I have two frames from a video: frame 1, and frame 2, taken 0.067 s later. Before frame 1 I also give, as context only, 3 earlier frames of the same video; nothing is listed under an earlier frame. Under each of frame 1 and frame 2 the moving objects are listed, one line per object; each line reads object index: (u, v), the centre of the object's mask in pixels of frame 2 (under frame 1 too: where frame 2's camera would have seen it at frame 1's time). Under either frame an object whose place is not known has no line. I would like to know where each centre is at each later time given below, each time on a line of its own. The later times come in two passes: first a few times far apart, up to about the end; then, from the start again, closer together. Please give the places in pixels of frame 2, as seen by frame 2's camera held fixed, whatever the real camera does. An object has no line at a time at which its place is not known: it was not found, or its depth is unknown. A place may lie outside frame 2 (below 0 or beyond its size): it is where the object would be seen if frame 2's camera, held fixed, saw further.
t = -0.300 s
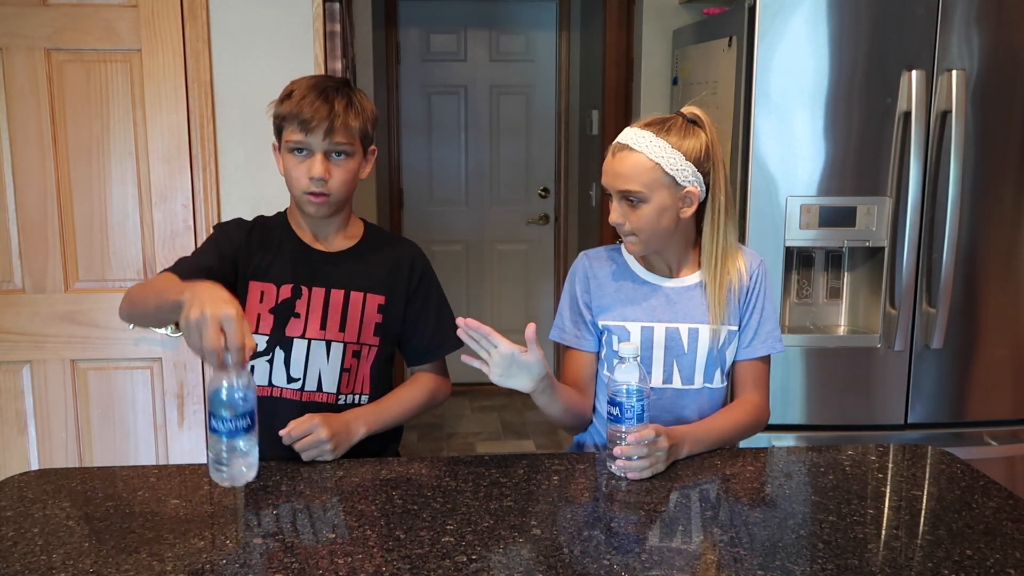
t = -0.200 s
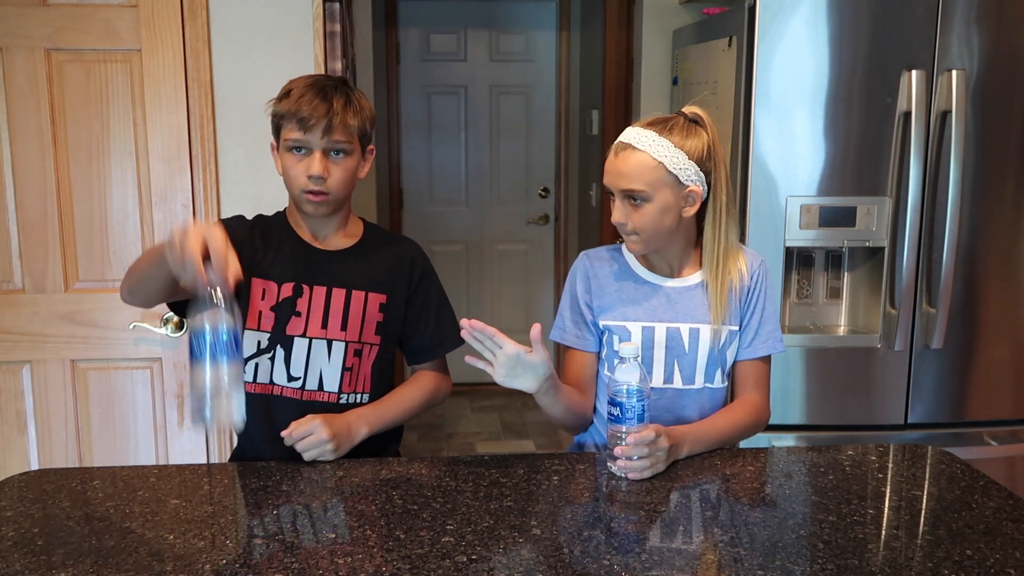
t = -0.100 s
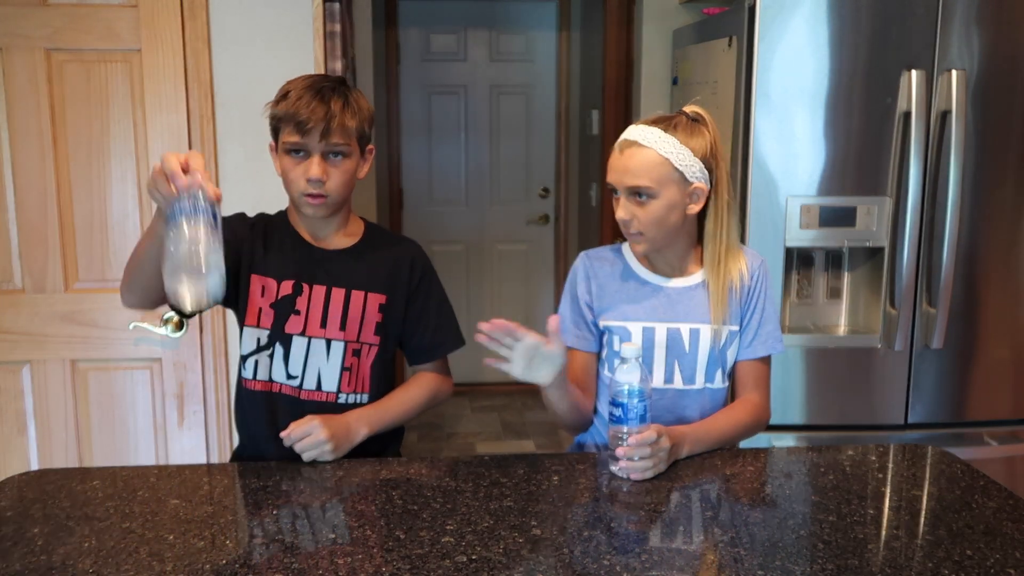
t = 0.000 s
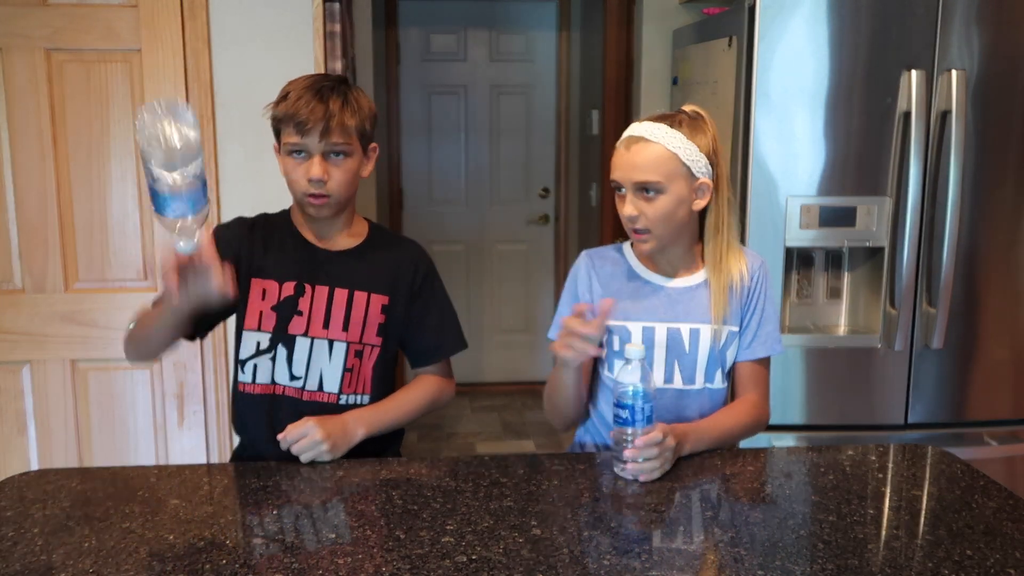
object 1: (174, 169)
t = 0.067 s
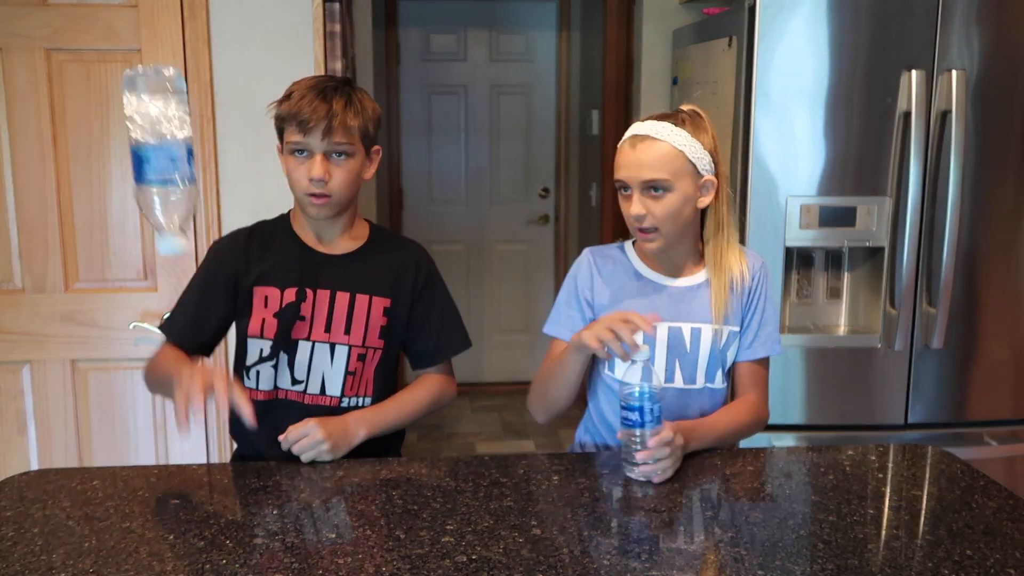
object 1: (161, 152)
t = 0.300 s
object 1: (131, 272)
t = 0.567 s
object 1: (146, 541)
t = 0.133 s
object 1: (145, 130)
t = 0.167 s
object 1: (136, 125)
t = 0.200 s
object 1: (133, 141)
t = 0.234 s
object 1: (132, 174)
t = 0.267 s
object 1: (132, 218)
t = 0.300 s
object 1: (131, 272)
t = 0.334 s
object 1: (133, 354)
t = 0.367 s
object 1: (134, 441)
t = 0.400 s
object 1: (136, 503)
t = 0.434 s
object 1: (139, 544)
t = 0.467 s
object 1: (139, 542)
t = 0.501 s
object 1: (140, 540)
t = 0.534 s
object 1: (144, 541)
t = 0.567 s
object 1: (146, 541)
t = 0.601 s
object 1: (146, 541)
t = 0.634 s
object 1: (145, 541)
